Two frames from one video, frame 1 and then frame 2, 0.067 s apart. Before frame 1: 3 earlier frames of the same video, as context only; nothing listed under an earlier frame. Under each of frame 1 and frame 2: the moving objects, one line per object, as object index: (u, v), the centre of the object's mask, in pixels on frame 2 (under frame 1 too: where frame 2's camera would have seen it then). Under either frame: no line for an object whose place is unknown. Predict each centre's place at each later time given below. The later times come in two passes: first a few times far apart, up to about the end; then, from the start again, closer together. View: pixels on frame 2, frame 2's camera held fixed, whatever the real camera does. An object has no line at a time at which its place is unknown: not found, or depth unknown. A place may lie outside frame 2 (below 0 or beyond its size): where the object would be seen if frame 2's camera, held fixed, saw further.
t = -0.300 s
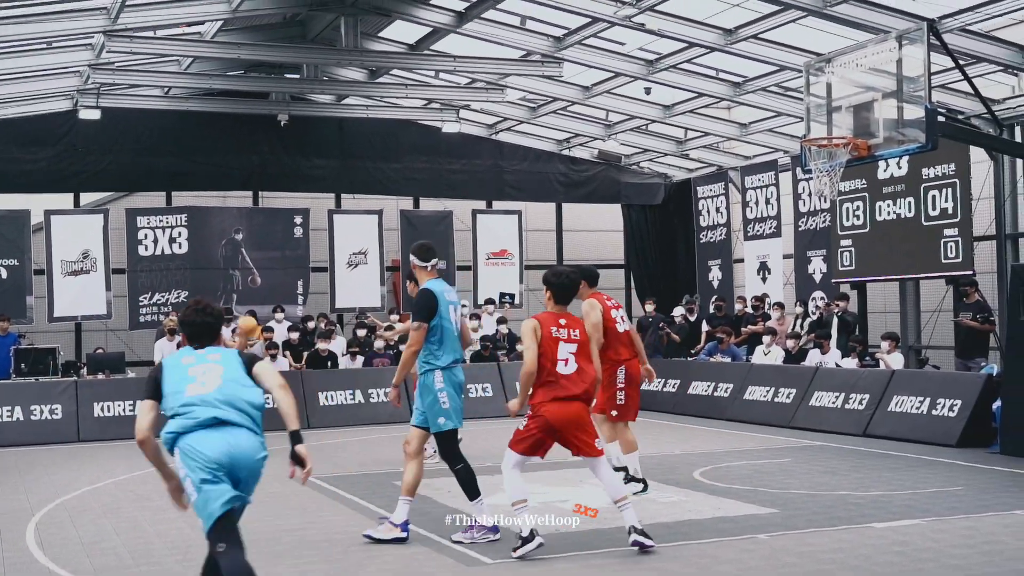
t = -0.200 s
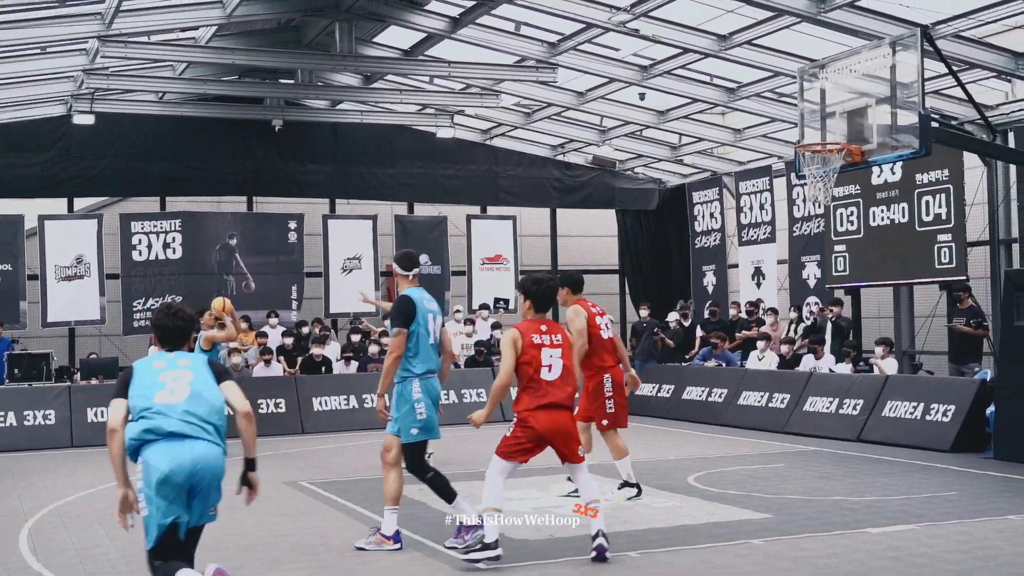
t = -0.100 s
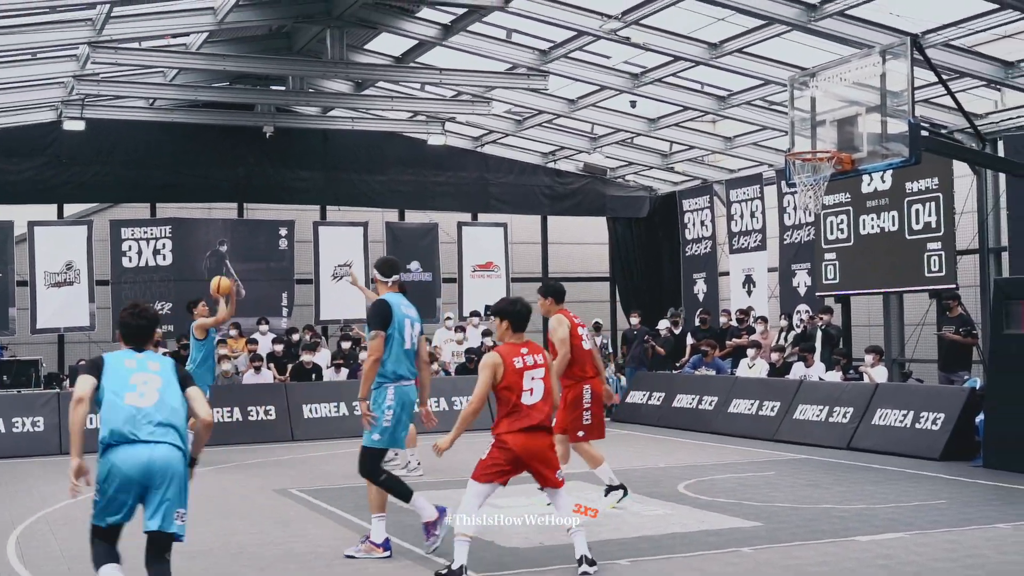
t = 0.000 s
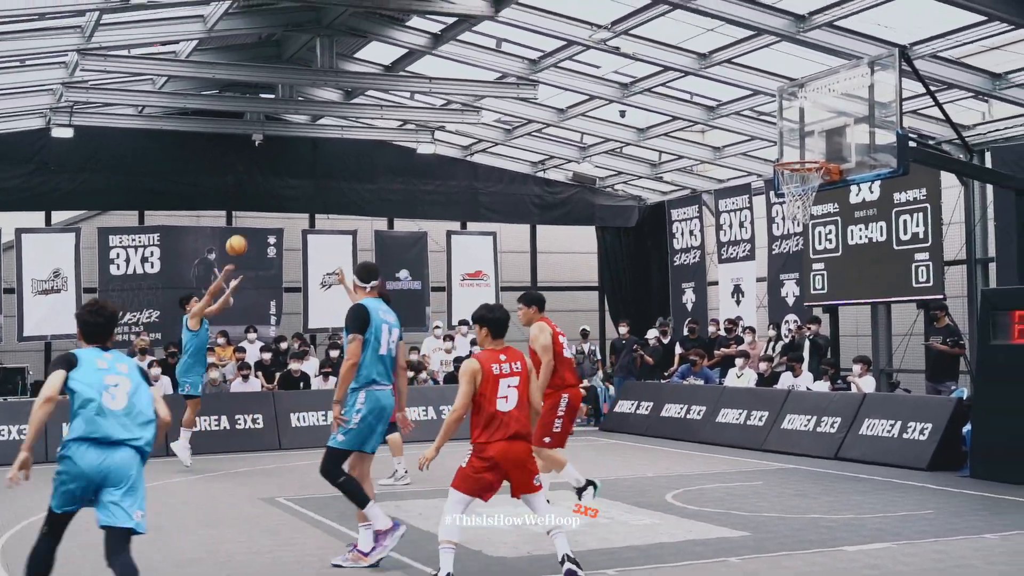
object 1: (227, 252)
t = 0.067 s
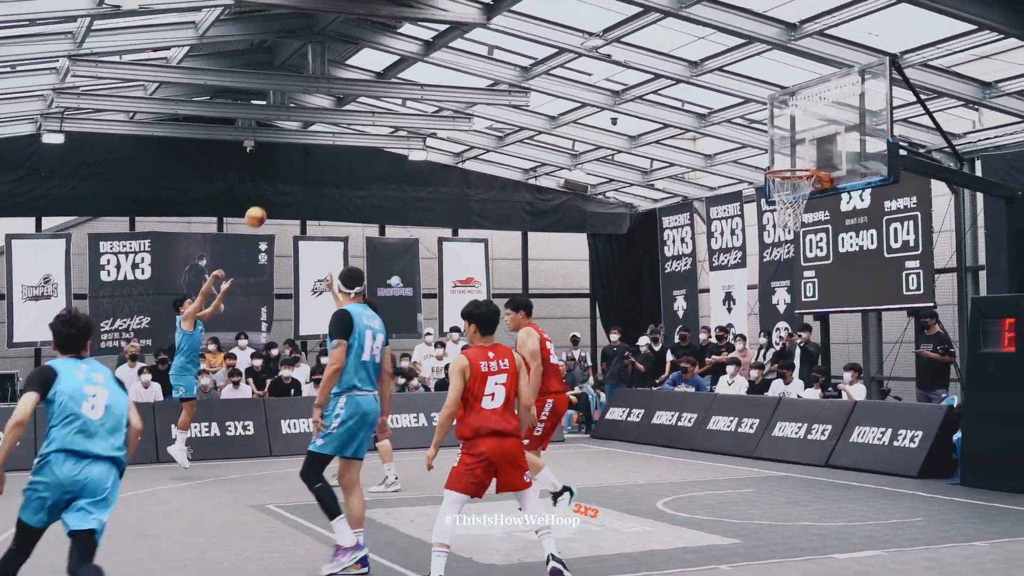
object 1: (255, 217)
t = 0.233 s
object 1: (327, 144)
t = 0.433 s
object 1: (417, 85)
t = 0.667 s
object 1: (534, 58)
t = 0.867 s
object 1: (639, 75)
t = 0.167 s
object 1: (297, 172)
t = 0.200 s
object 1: (313, 157)
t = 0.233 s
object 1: (327, 144)
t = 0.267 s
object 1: (342, 132)
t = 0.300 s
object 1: (357, 121)
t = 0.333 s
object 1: (372, 111)
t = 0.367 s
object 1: (387, 101)
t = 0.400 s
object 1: (403, 92)
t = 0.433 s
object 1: (417, 85)
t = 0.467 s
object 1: (434, 78)
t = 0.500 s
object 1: (450, 72)
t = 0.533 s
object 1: (466, 67)
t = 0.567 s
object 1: (482, 63)
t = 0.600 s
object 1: (499, 60)
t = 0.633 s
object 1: (516, 59)
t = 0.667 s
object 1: (534, 58)
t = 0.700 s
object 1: (552, 57)
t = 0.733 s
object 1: (569, 58)
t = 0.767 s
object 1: (586, 60)
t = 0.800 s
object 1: (604, 64)
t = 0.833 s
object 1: (621, 69)
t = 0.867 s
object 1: (639, 75)
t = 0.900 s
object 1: (658, 82)
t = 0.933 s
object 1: (677, 90)
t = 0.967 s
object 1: (696, 100)
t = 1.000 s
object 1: (716, 112)
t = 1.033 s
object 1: (736, 122)
